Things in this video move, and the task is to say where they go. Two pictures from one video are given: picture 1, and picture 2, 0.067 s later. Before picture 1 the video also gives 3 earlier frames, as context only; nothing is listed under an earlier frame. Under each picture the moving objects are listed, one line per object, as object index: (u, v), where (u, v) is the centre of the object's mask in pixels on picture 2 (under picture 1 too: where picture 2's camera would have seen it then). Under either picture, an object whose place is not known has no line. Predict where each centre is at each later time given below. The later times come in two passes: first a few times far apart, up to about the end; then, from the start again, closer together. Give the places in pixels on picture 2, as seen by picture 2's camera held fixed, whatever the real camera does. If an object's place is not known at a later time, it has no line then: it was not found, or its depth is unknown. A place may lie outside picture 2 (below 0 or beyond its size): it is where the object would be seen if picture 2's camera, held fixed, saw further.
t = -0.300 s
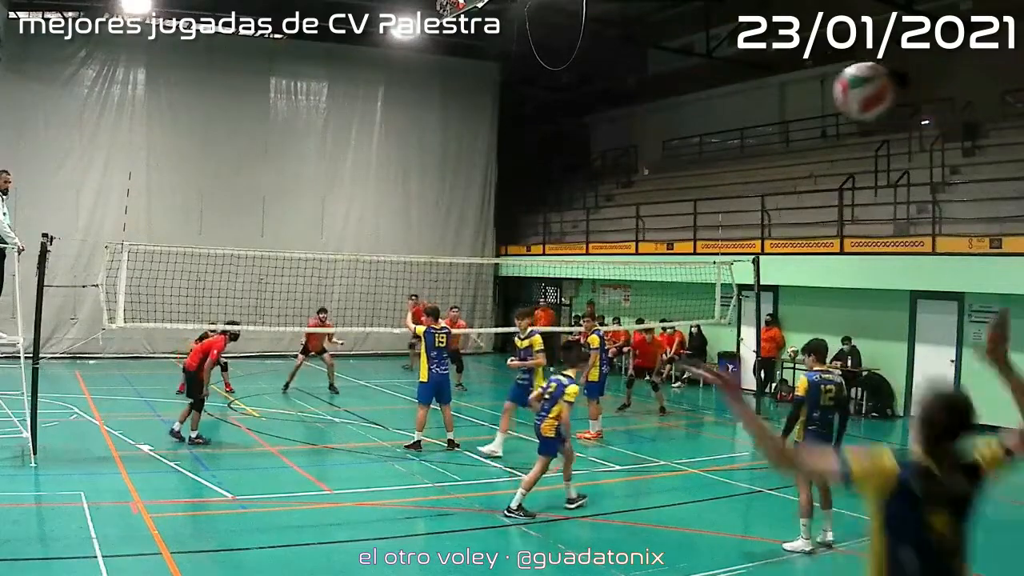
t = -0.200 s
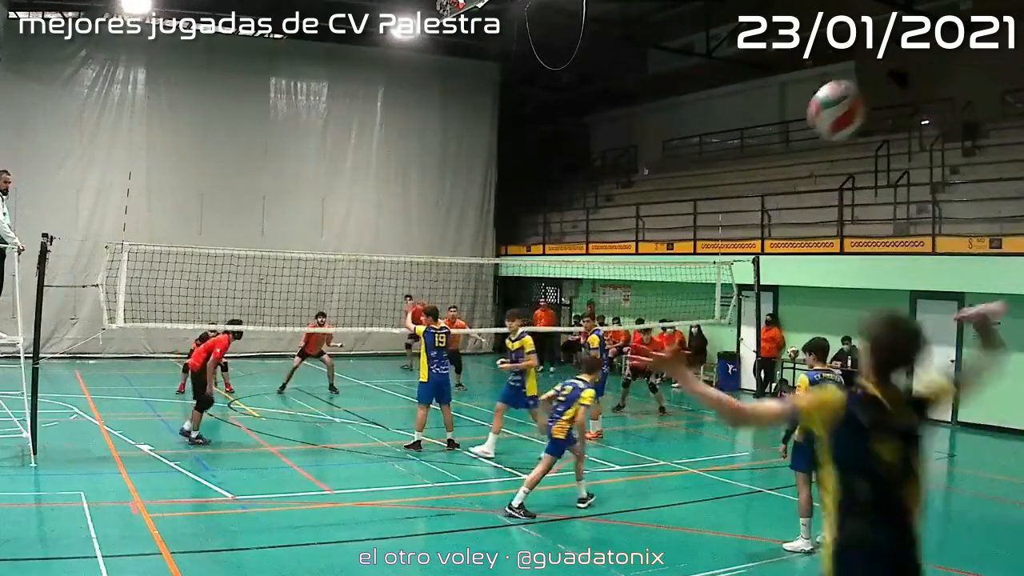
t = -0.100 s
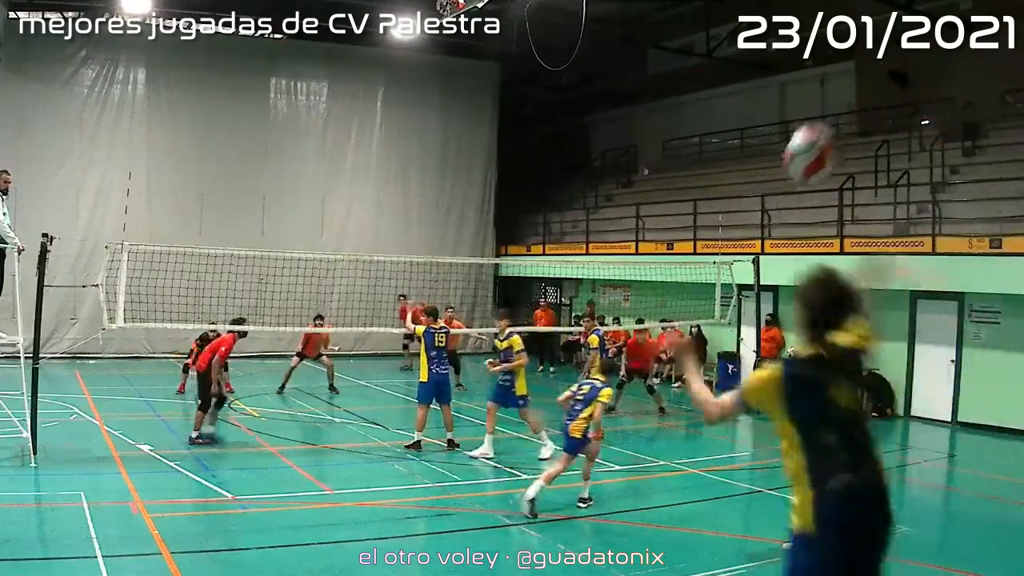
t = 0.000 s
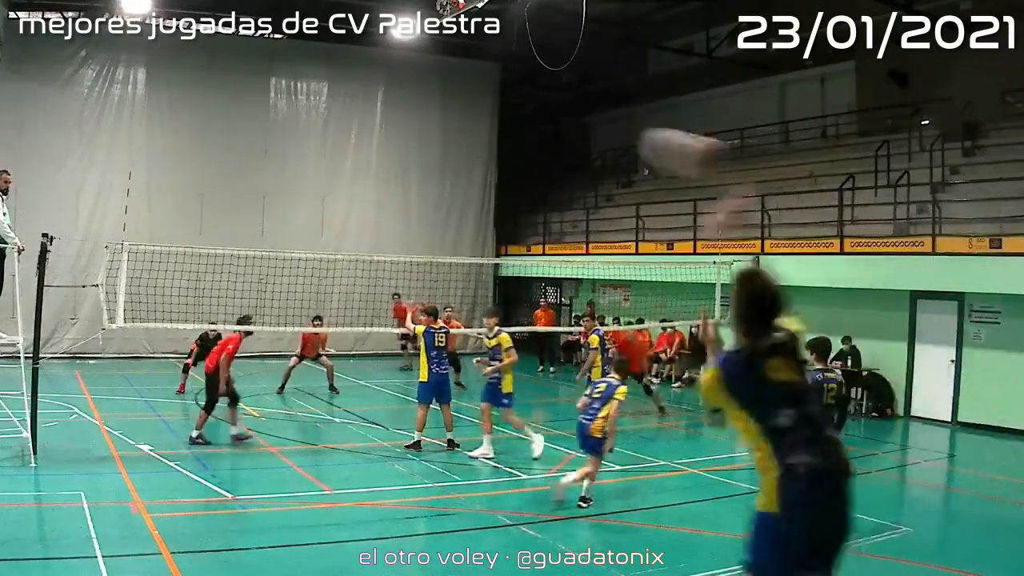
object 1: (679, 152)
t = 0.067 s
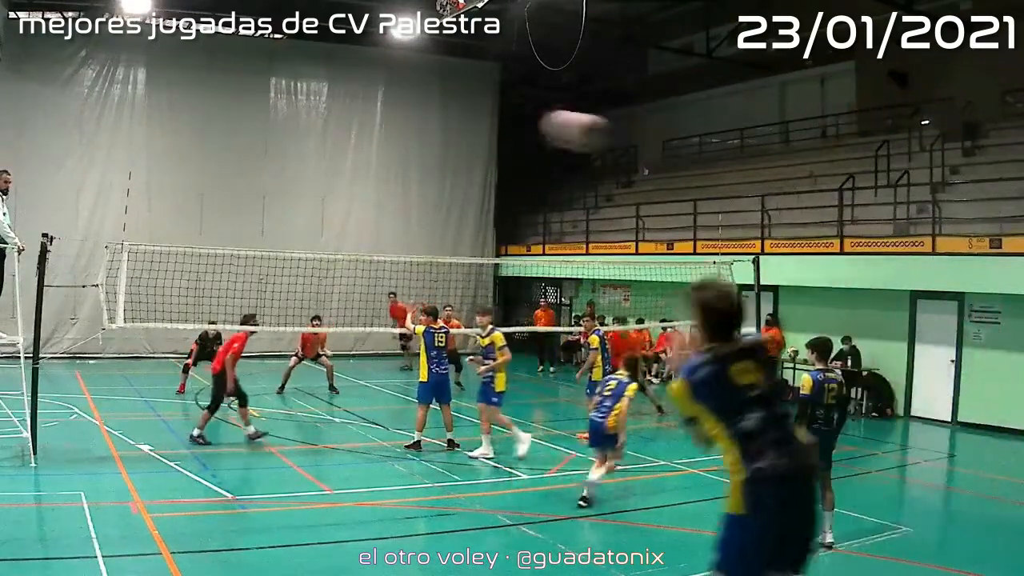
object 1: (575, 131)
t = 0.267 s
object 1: (404, 123)
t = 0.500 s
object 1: (329, 169)
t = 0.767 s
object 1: (283, 241)
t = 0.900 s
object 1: (269, 280)
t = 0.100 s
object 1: (533, 125)
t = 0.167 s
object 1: (471, 115)
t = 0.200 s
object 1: (445, 116)
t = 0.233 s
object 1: (424, 118)
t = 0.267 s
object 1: (404, 123)
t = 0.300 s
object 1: (389, 128)
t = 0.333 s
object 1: (376, 133)
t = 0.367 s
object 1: (364, 140)
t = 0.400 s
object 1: (355, 146)
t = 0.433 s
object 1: (345, 153)
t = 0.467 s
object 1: (337, 161)
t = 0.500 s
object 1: (329, 169)
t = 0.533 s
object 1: (321, 177)
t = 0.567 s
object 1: (317, 189)
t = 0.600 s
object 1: (311, 195)
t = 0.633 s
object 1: (304, 205)
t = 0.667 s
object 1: (298, 214)
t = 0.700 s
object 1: (294, 223)
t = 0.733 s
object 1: (288, 233)
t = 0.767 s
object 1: (283, 241)
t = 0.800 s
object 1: (280, 247)
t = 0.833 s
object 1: (273, 262)
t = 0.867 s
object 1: (271, 270)
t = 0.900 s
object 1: (269, 280)
